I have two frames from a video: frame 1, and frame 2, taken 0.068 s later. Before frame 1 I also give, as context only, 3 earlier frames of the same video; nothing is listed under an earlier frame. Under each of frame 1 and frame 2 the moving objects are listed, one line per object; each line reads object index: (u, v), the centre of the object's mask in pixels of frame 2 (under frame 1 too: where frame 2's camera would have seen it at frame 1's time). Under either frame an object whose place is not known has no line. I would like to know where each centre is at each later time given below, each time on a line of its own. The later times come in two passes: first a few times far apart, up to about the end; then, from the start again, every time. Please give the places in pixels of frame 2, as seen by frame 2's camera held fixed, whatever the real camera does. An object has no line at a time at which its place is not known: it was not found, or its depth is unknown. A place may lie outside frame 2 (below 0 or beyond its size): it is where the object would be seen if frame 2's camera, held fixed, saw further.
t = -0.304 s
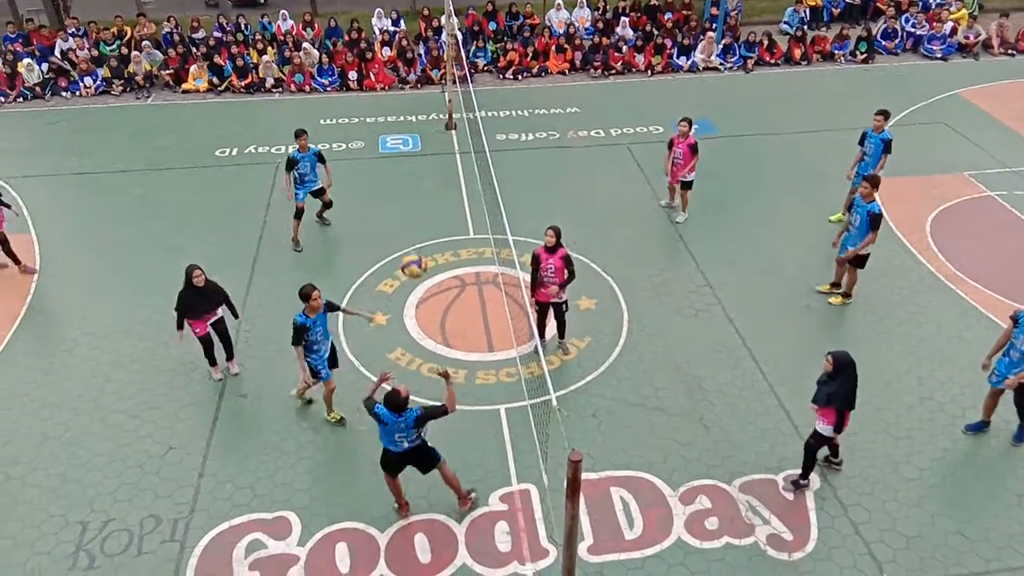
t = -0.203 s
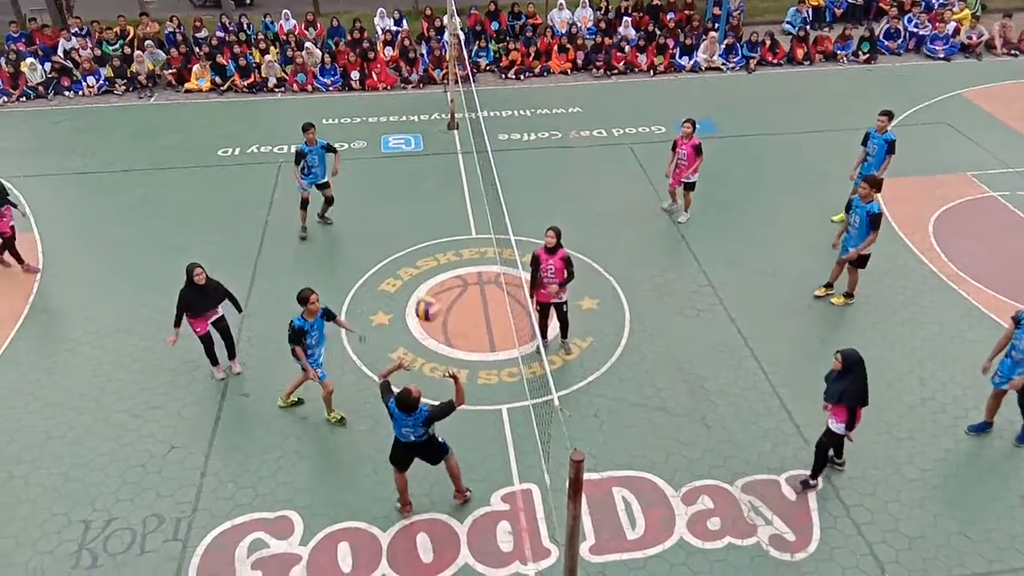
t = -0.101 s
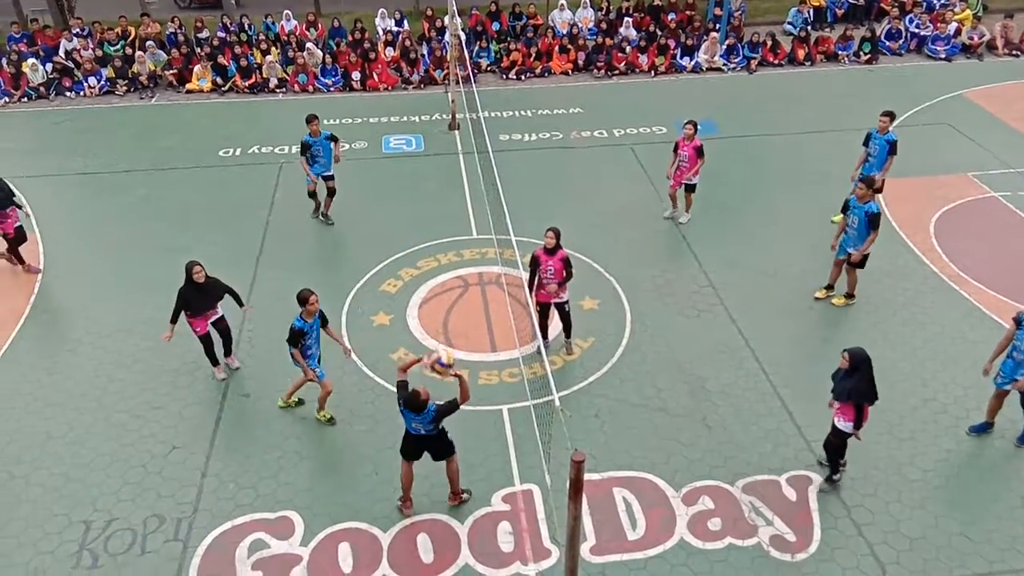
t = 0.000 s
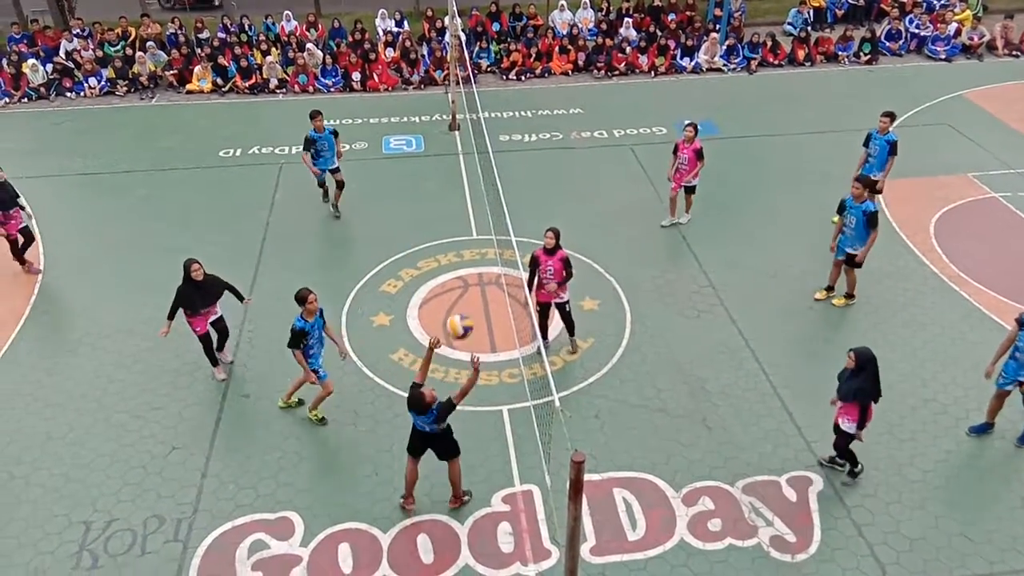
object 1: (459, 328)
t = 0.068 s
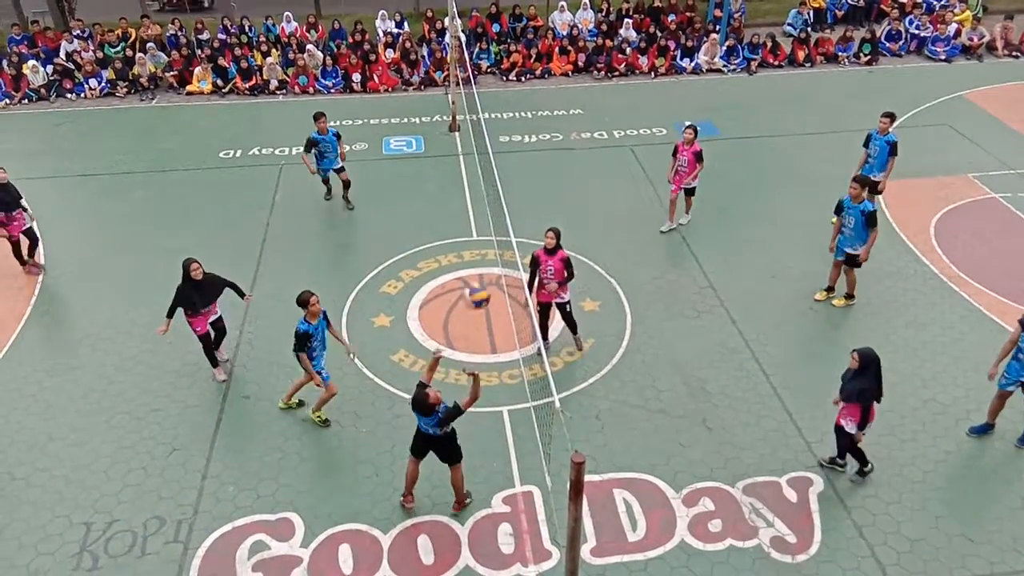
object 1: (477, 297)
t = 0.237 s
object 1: (526, 230)
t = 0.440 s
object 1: (588, 189)
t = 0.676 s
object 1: (661, 208)
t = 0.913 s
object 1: (722, 292)
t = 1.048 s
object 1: (748, 362)
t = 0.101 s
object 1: (486, 280)
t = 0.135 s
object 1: (494, 266)
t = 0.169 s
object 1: (505, 252)
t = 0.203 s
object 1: (515, 241)
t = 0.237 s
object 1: (526, 230)
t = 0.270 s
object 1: (536, 220)
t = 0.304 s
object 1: (546, 211)
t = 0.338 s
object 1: (557, 203)
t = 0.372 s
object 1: (567, 197)
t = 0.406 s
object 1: (578, 192)
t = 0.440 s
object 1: (588, 189)
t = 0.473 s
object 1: (599, 187)
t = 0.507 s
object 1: (610, 187)
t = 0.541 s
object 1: (620, 188)
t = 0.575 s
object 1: (631, 191)
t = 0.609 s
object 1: (639, 195)
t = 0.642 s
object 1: (651, 200)
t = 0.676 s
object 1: (661, 208)
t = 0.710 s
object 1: (670, 217)
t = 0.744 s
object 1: (680, 226)
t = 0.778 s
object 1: (689, 236)
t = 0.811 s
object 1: (698, 249)
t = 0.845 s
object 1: (706, 261)
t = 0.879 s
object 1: (714, 277)
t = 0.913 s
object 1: (722, 292)
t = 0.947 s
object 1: (729, 309)
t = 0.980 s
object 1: (735, 327)
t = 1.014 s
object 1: (742, 344)
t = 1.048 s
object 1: (748, 362)
